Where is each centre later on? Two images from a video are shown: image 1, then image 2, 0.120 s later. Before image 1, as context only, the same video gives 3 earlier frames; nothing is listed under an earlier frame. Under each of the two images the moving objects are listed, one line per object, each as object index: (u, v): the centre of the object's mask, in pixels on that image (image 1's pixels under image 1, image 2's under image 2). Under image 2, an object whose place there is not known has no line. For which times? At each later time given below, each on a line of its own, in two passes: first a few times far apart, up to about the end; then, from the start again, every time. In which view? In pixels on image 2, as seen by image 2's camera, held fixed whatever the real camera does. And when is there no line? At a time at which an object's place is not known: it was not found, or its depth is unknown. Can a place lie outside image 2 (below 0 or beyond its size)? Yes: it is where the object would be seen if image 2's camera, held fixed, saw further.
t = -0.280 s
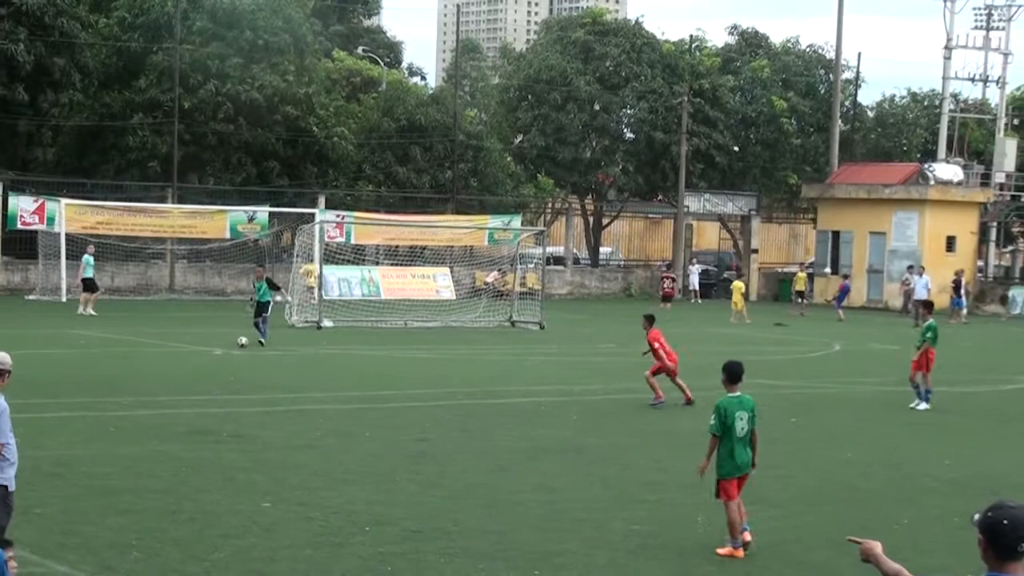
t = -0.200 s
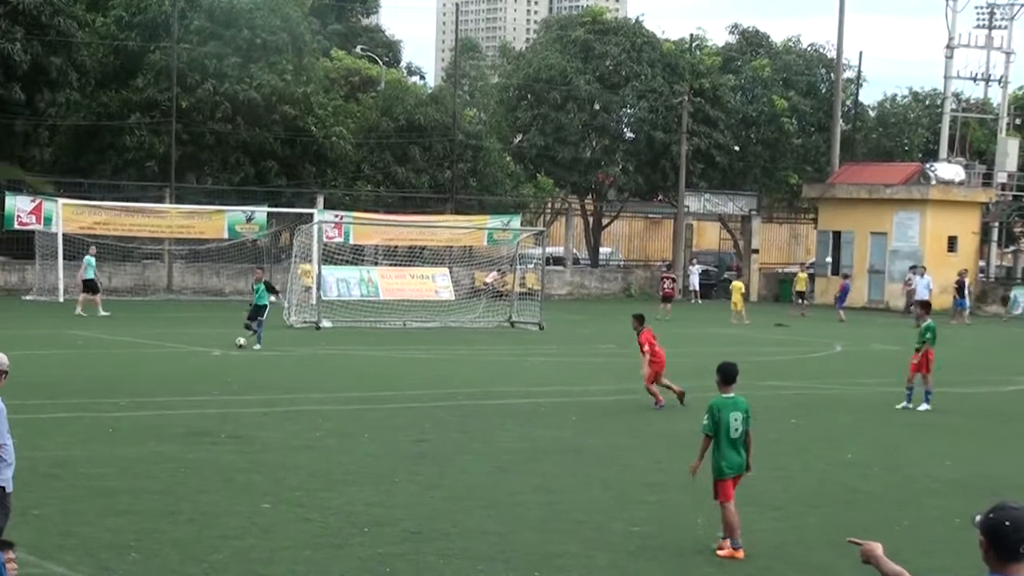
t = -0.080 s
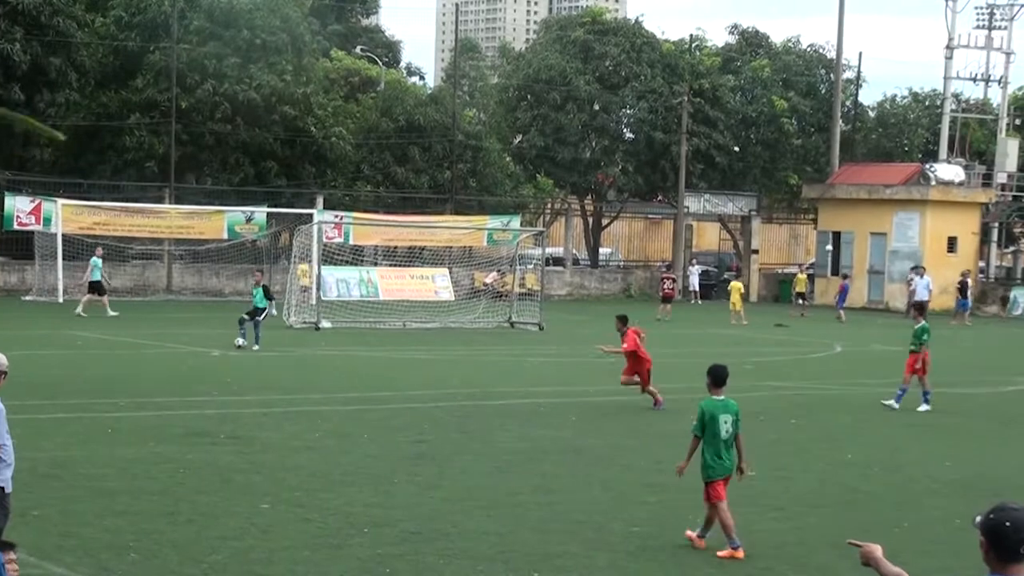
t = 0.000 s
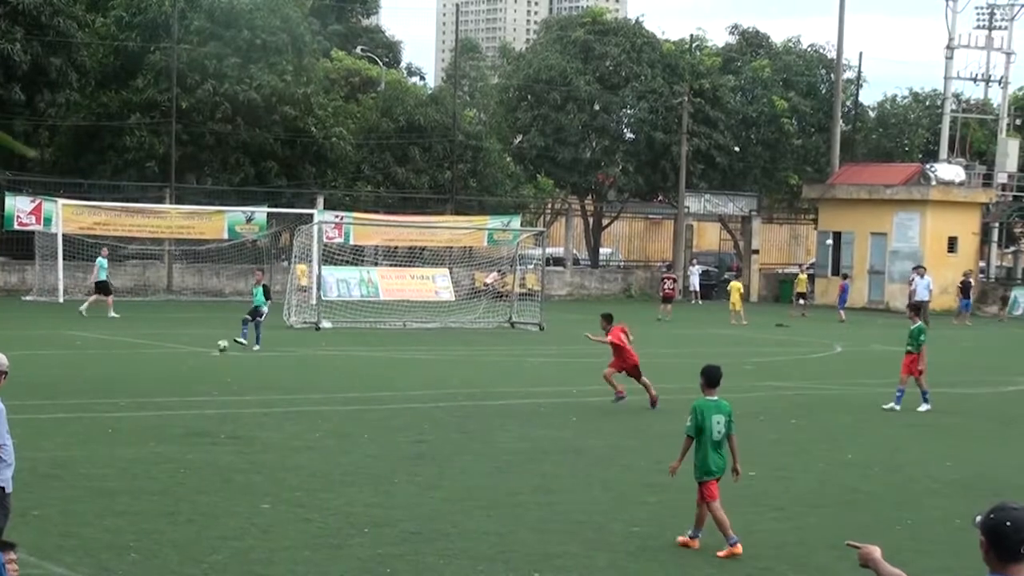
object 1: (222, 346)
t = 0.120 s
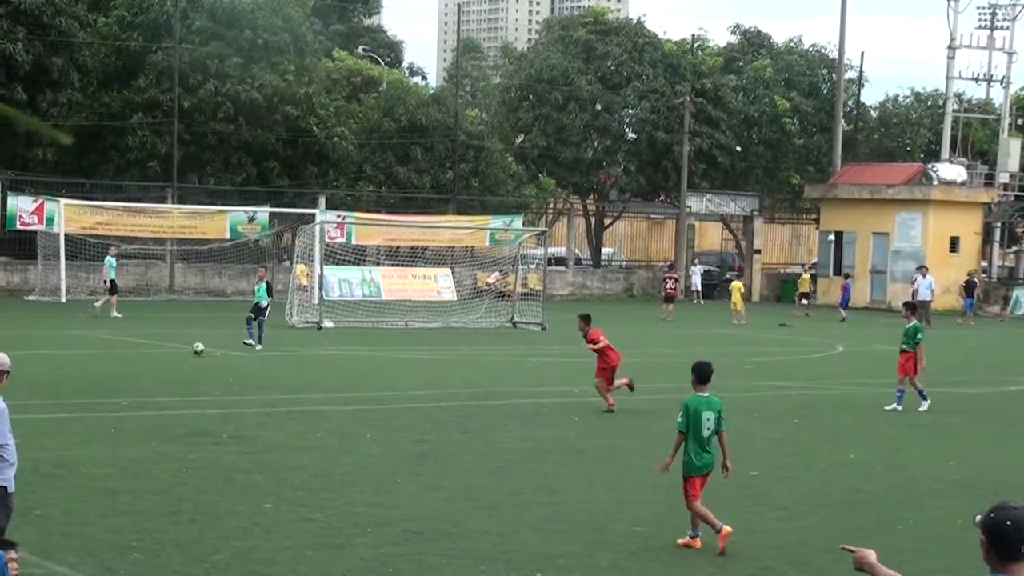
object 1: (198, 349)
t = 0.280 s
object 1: (164, 354)
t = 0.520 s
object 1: (115, 358)
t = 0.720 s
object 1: (76, 362)
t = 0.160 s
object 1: (189, 350)
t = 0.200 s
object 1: (179, 353)
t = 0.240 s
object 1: (171, 354)
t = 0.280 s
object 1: (164, 354)
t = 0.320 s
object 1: (155, 354)
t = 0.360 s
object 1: (147, 356)
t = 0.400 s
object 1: (138, 359)
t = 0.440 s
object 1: (131, 358)
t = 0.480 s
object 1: (123, 357)
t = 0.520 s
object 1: (115, 358)
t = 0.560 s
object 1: (106, 359)
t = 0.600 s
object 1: (99, 361)
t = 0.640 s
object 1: (90, 361)
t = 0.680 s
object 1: (84, 360)
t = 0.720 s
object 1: (76, 362)
